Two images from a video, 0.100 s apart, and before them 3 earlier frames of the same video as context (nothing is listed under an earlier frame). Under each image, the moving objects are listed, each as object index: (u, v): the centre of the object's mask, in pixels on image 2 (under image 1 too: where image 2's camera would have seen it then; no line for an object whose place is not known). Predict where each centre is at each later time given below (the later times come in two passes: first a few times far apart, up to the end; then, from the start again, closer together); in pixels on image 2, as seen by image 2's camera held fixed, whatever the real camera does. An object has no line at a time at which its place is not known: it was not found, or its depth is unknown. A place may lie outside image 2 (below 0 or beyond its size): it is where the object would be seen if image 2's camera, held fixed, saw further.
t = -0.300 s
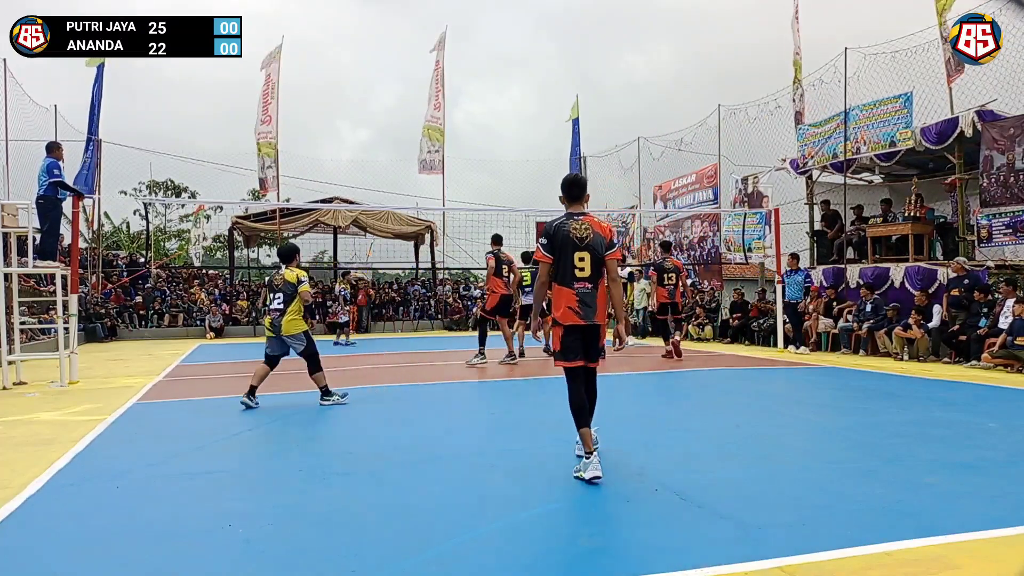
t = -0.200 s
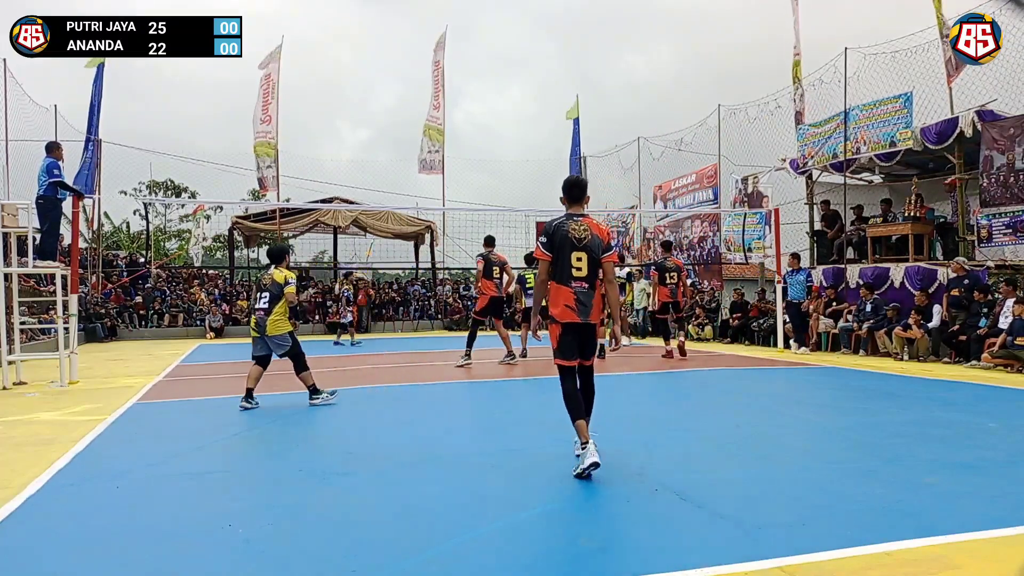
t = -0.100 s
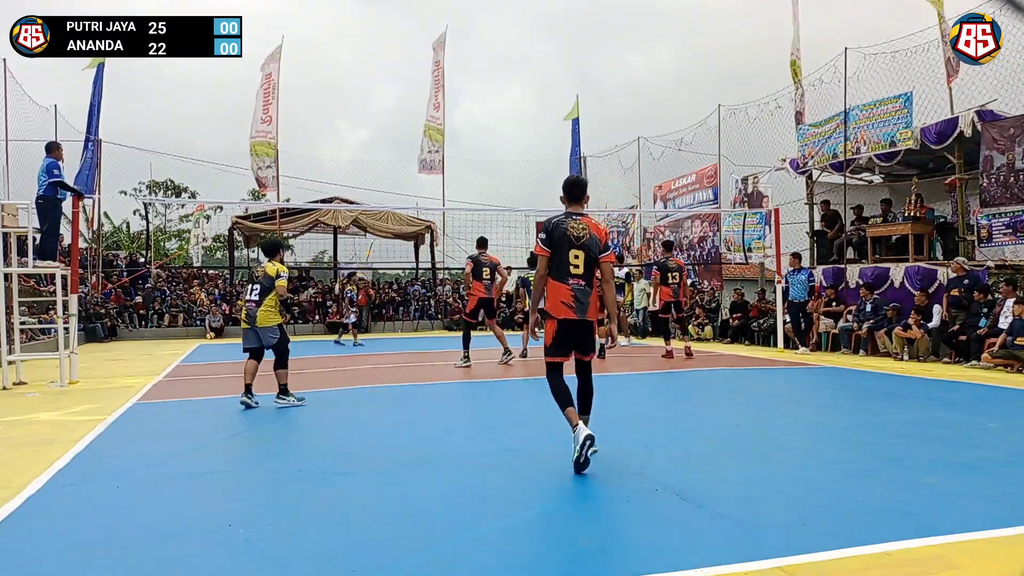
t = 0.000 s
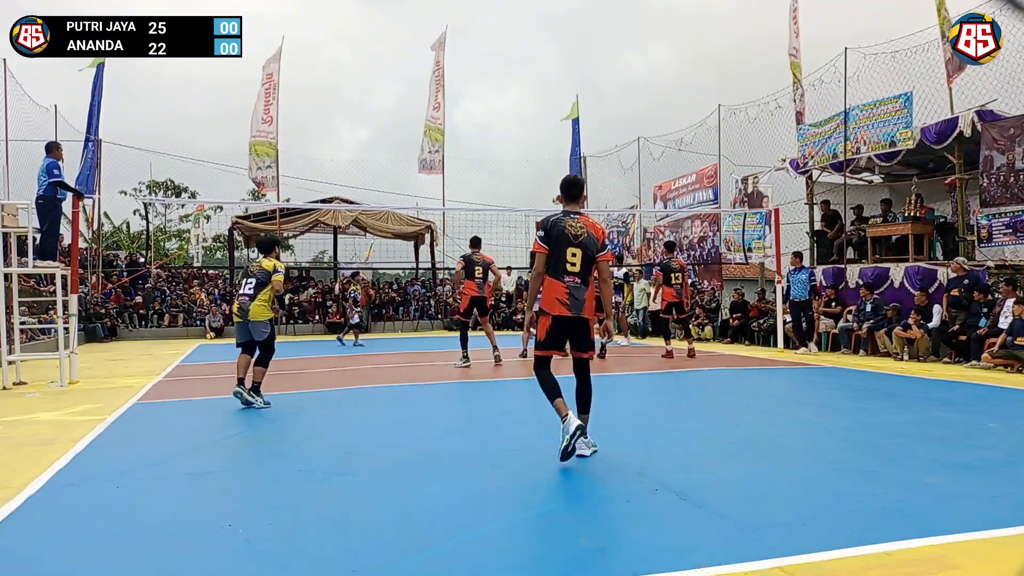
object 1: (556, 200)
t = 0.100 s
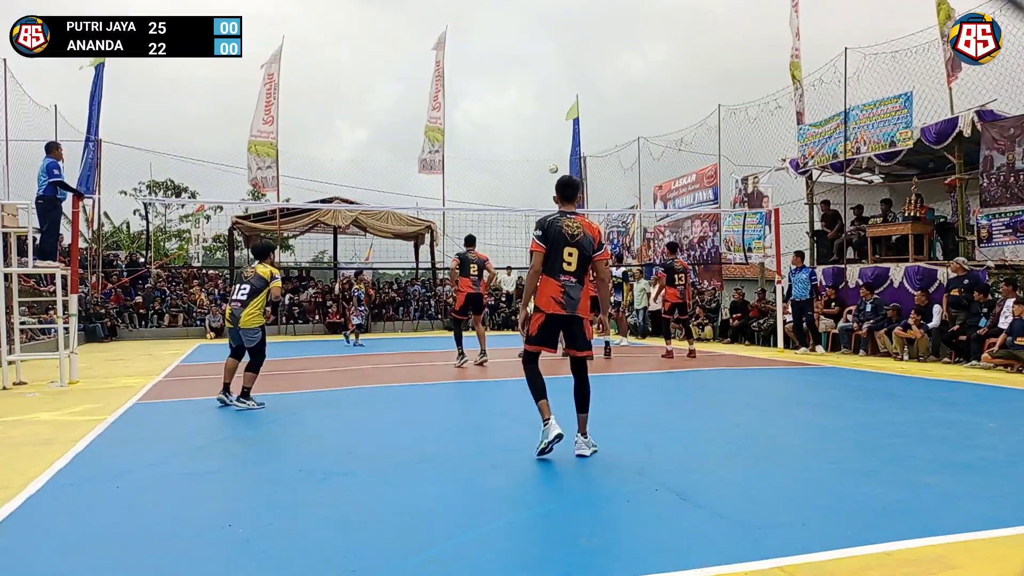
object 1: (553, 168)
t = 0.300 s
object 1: (545, 116)
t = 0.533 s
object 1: (534, 75)
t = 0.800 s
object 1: (519, 55)
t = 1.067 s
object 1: (503, 72)
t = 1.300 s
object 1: (487, 122)
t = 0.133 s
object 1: (552, 160)
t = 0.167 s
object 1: (551, 150)
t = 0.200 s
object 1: (550, 141)
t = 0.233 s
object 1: (548, 133)
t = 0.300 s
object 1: (545, 116)
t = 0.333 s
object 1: (544, 109)
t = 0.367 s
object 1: (542, 102)
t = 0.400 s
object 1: (541, 96)
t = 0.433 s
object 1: (540, 90)
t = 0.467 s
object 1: (538, 84)
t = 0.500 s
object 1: (536, 79)
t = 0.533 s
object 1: (534, 75)
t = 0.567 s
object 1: (533, 70)
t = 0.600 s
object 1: (531, 67)
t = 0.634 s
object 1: (529, 63)
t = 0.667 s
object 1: (527, 61)
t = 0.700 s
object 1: (525, 59)
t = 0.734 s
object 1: (523, 57)
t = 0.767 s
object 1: (521, 56)
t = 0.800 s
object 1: (519, 55)
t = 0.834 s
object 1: (517, 55)
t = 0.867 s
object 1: (515, 56)
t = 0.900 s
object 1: (513, 57)
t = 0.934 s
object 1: (511, 59)
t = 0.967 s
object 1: (509, 61)
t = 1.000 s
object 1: (507, 64)
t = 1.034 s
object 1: (505, 68)
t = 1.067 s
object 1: (503, 72)
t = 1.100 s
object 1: (500, 78)
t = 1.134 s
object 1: (498, 83)
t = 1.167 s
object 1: (496, 90)
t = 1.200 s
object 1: (494, 97)
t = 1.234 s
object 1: (492, 104)
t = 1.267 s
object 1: (489, 113)
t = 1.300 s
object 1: (487, 122)
